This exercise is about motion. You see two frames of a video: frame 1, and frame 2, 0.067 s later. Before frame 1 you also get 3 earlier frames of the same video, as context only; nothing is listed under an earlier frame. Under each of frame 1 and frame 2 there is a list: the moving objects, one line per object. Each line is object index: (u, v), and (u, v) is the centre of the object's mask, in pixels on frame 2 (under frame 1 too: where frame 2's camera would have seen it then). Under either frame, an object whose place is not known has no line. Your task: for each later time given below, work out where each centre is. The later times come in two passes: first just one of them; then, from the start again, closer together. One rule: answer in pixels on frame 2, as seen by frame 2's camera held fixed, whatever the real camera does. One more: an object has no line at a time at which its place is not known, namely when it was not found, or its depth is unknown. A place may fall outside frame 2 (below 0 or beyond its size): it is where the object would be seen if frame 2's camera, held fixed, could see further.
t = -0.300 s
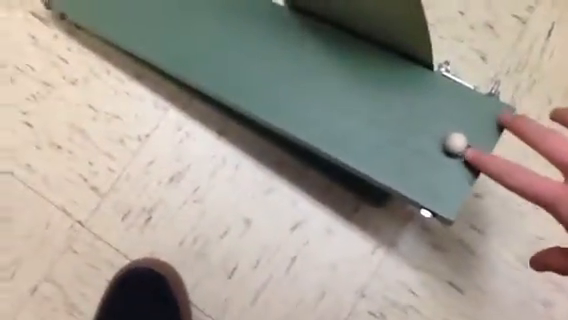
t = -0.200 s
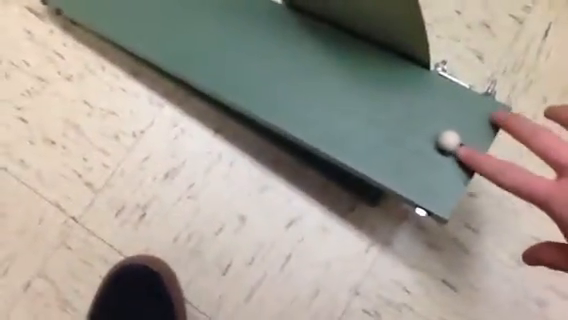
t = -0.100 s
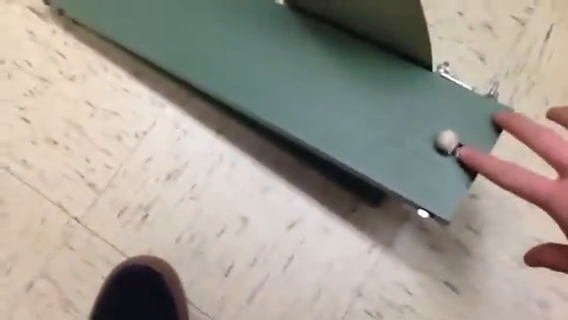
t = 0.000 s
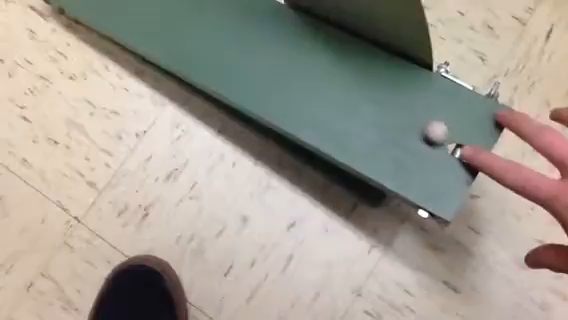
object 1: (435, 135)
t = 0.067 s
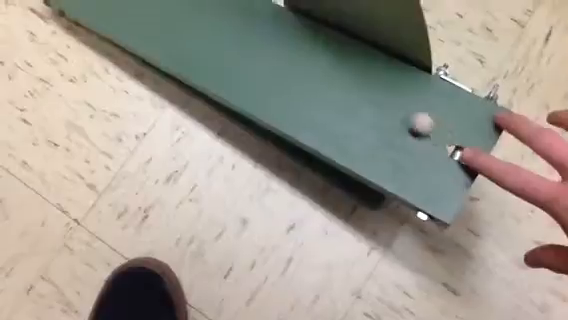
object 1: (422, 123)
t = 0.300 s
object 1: (331, 71)
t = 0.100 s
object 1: (411, 117)
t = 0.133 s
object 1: (400, 111)
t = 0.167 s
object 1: (389, 104)
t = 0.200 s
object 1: (376, 97)
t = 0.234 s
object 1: (362, 88)
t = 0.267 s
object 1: (348, 79)
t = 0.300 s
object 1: (331, 71)
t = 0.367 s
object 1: (297, 53)
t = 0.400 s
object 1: (278, 42)
